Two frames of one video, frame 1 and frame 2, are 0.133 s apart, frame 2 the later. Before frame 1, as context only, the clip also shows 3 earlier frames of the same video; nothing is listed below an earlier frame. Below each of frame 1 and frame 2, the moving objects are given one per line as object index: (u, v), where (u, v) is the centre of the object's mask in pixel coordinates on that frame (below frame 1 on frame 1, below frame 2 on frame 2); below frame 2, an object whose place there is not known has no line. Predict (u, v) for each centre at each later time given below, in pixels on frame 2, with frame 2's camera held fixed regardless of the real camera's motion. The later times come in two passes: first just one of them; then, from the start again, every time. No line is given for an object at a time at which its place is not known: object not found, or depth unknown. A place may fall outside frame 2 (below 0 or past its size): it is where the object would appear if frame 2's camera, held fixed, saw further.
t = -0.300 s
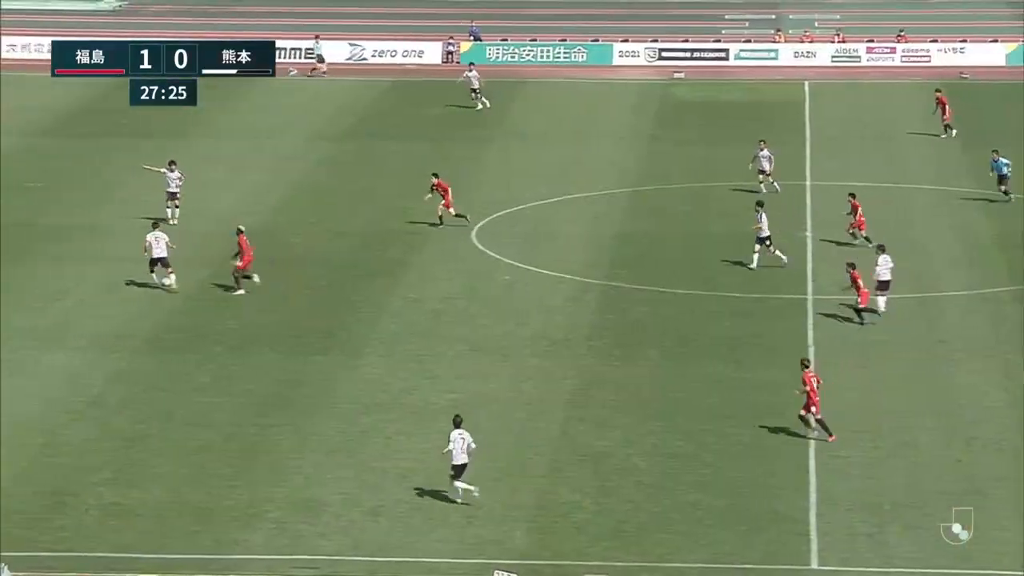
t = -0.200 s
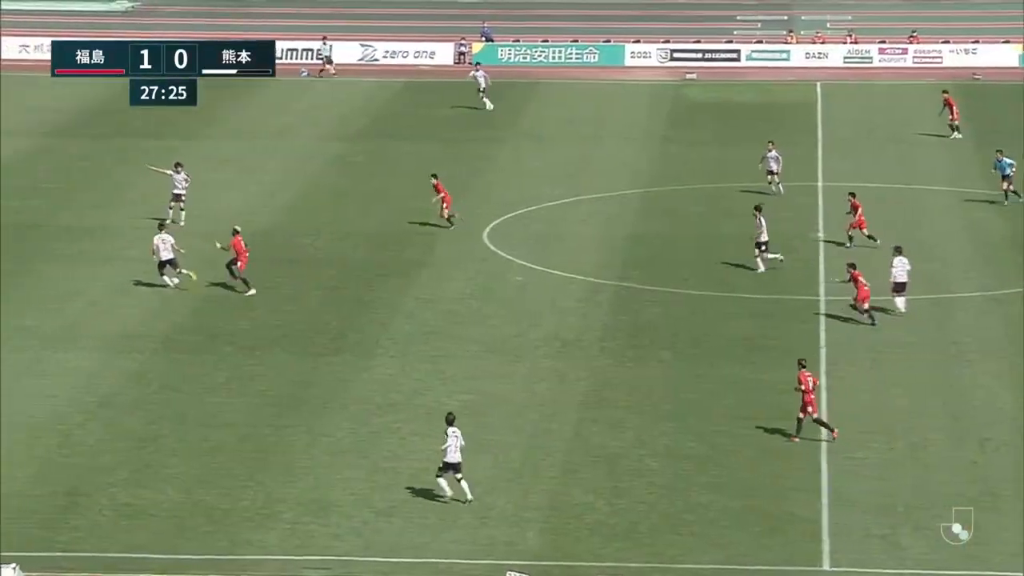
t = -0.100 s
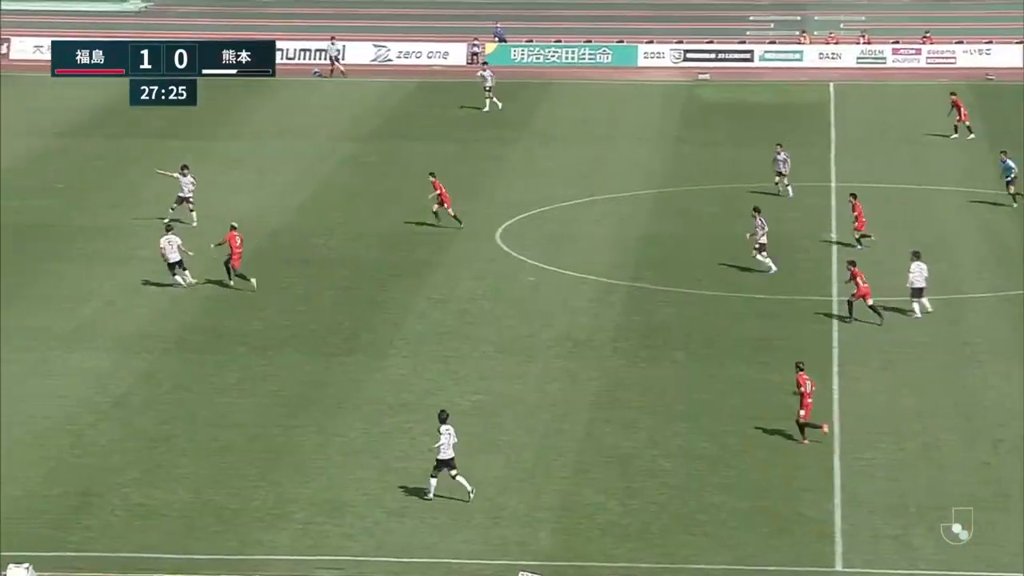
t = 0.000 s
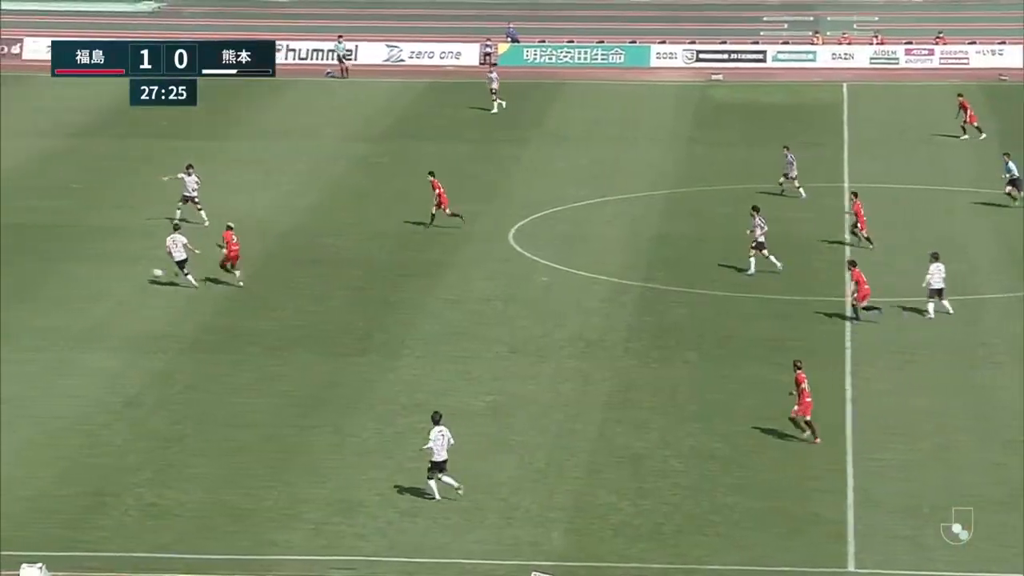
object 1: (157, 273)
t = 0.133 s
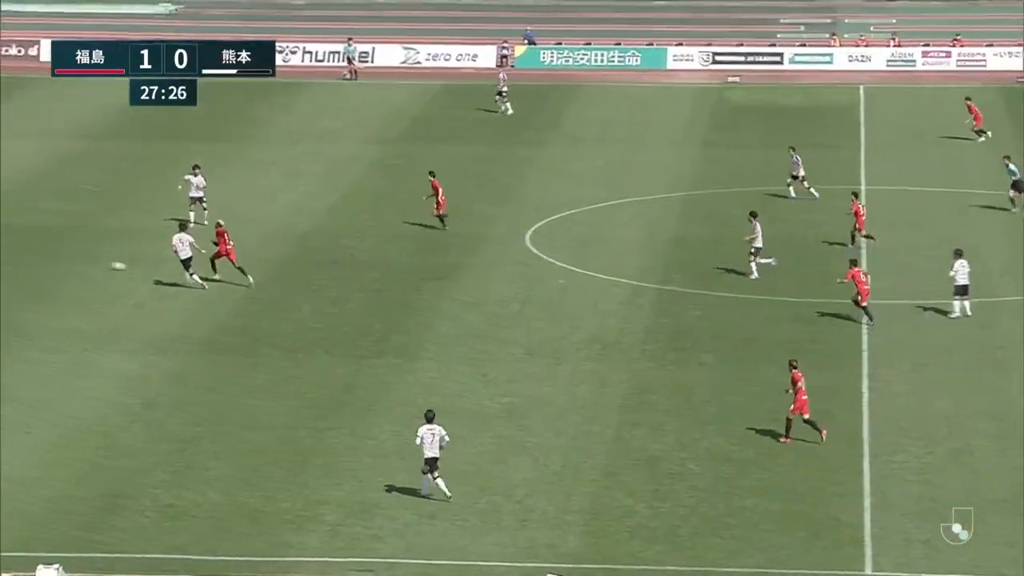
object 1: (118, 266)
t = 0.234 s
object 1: (77, 259)
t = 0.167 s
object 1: (103, 263)
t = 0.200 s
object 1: (90, 261)
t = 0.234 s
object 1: (77, 259)
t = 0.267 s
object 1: (65, 258)
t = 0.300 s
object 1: (52, 255)
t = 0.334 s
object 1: (41, 253)
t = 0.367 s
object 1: (29, 251)
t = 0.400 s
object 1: (18, 249)
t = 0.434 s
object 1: (7, 248)
